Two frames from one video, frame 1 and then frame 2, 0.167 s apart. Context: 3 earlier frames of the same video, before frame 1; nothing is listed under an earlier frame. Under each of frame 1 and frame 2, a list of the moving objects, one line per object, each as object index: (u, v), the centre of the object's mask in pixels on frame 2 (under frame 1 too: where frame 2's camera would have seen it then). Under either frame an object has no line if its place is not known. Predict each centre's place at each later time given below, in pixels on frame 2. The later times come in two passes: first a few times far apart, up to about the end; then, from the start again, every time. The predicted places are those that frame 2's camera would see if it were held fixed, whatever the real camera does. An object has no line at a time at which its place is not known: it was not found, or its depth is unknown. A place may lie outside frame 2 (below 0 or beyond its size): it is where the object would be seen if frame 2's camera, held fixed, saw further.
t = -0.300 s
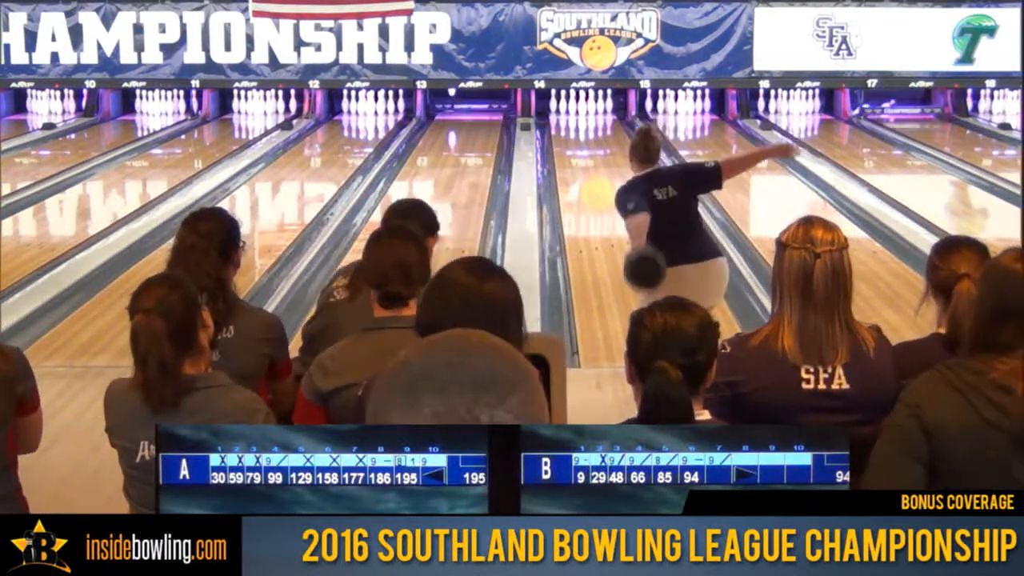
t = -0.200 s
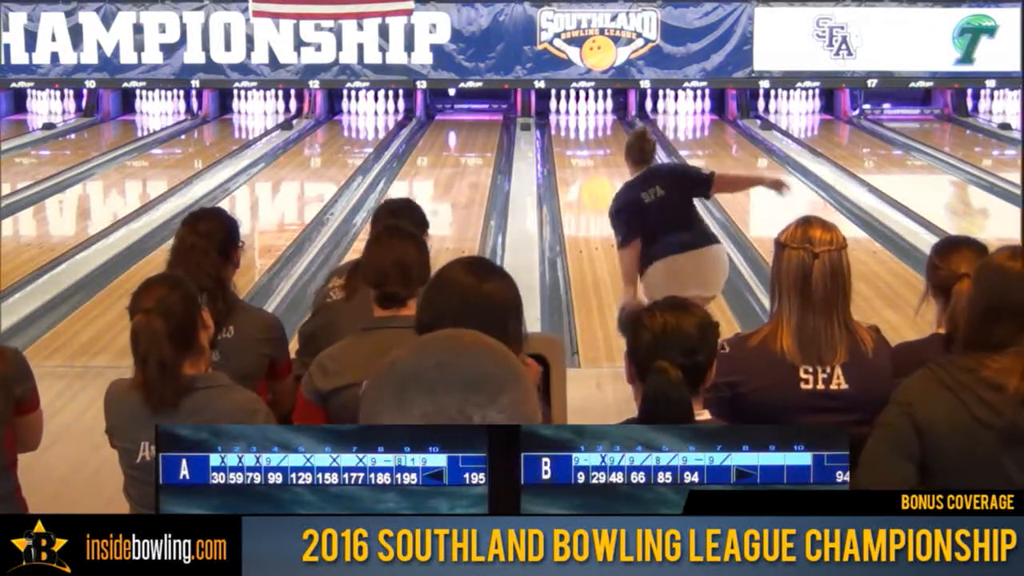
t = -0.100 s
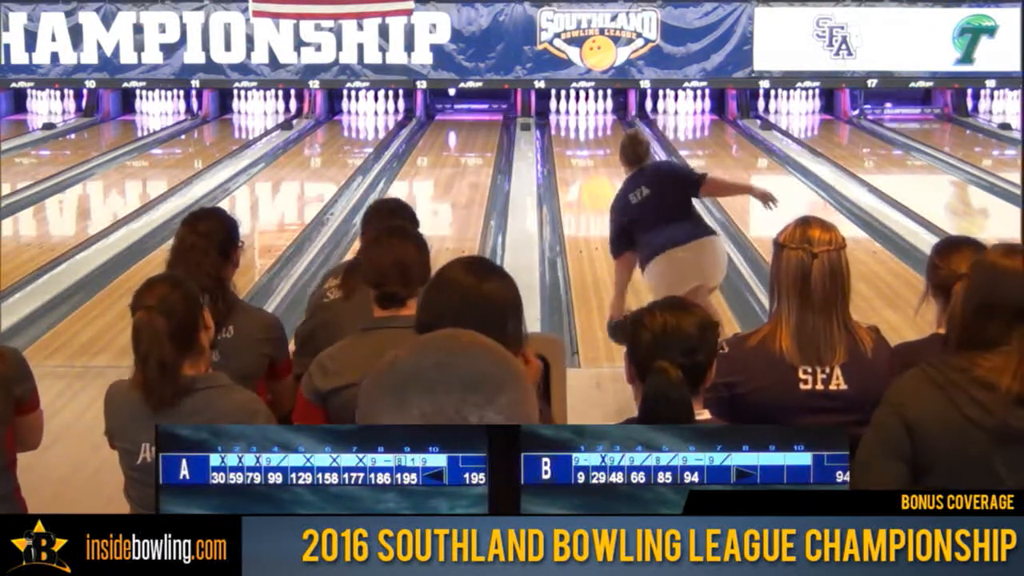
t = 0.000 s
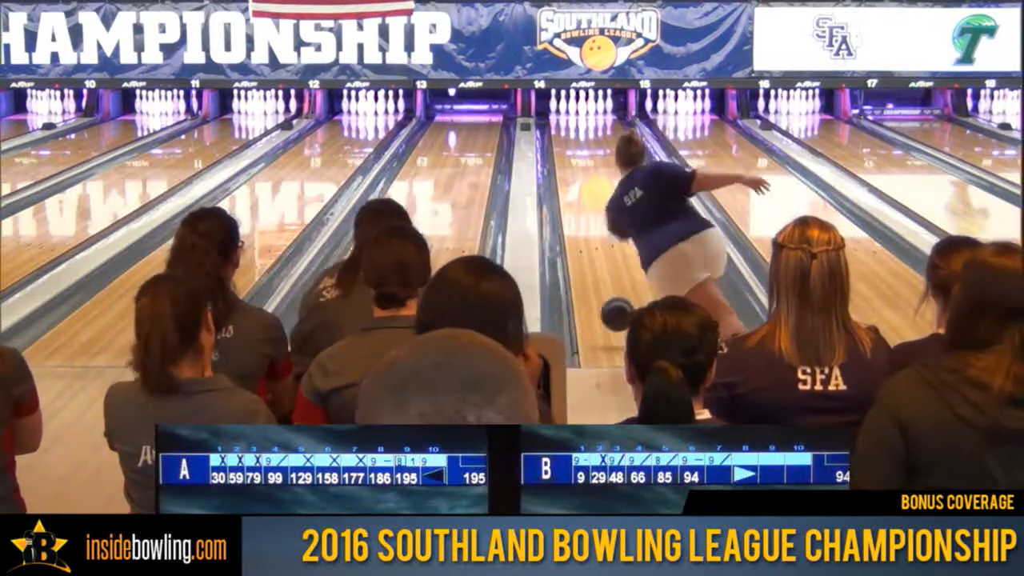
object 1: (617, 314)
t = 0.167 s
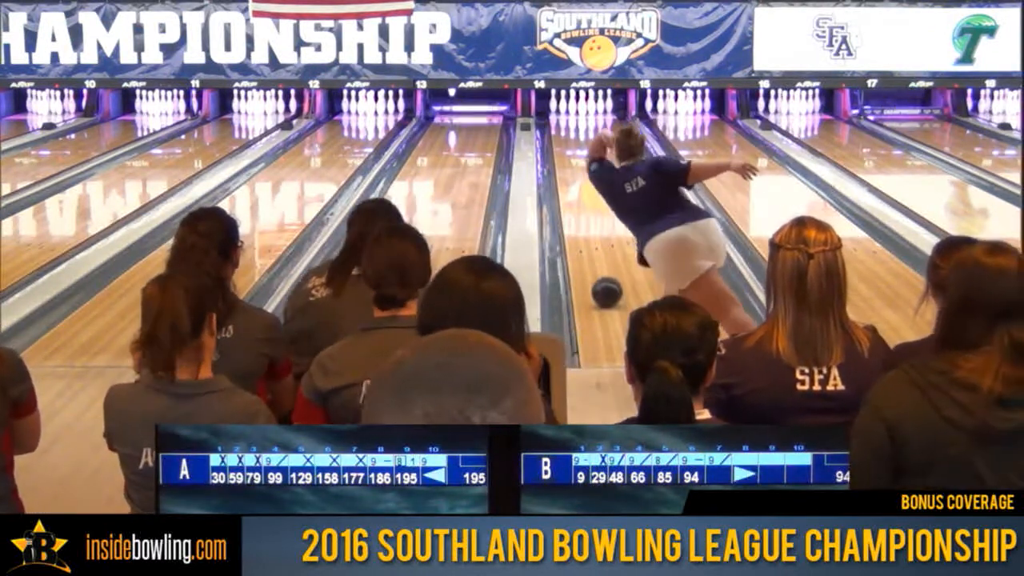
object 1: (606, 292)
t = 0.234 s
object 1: (603, 279)
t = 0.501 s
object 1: (592, 235)
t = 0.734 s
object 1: (585, 207)
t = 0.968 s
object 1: (580, 184)
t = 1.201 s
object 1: (575, 166)
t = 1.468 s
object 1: (572, 149)
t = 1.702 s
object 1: (571, 136)
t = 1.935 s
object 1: (571, 126)
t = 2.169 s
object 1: (573, 118)
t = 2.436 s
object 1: (575, 109)
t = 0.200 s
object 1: (605, 285)
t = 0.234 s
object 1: (603, 279)
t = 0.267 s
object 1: (602, 273)
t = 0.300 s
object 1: (600, 266)
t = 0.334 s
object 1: (599, 261)
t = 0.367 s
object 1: (597, 255)
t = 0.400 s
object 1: (596, 250)
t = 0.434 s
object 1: (594, 245)
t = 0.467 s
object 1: (593, 240)
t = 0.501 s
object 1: (592, 235)
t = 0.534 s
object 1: (591, 231)
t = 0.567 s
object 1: (590, 226)
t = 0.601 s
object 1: (589, 229)
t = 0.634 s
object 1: (584, 216)
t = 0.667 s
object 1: (586, 215)
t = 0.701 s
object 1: (586, 211)
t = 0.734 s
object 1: (585, 207)
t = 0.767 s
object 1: (584, 204)
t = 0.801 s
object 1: (583, 200)
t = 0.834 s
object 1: (582, 197)
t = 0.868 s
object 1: (582, 194)
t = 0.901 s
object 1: (581, 190)
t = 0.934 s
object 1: (580, 187)
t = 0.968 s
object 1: (580, 184)
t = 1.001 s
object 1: (579, 181)
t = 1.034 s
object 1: (578, 179)
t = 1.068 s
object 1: (578, 176)
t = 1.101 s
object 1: (577, 174)
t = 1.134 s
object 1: (576, 171)
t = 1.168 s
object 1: (576, 168)
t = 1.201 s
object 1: (575, 166)
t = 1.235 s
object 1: (575, 163)
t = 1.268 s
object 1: (574, 161)
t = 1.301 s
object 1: (574, 159)
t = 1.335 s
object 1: (574, 157)
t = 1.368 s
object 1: (573, 155)
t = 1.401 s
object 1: (572, 153)
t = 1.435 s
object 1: (572, 151)
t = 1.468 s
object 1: (572, 149)
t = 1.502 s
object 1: (572, 147)
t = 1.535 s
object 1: (571, 145)
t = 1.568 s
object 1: (571, 143)
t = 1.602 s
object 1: (571, 141)
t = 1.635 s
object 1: (571, 140)
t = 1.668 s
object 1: (570, 138)
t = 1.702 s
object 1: (571, 136)
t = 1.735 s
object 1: (571, 135)
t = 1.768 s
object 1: (571, 133)
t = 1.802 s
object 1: (571, 132)
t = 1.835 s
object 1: (570, 130)
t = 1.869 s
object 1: (570, 129)
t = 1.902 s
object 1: (571, 128)
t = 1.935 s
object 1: (571, 126)
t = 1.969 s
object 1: (571, 125)
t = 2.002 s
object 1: (571, 123)
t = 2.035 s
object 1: (571, 122)
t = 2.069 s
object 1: (572, 121)
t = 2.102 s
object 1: (572, 119)
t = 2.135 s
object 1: (573, 118)
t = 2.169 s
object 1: (573, 118)
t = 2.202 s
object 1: (573, 116)
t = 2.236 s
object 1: (573, 115)
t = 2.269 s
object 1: (574, 114)
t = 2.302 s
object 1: (575, 113)
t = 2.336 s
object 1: (574, 112)
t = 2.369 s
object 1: (576, 111)
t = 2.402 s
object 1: (576, 110)
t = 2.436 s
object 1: (575, 109)
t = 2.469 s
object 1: (575, 109)
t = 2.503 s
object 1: (574, 108)
